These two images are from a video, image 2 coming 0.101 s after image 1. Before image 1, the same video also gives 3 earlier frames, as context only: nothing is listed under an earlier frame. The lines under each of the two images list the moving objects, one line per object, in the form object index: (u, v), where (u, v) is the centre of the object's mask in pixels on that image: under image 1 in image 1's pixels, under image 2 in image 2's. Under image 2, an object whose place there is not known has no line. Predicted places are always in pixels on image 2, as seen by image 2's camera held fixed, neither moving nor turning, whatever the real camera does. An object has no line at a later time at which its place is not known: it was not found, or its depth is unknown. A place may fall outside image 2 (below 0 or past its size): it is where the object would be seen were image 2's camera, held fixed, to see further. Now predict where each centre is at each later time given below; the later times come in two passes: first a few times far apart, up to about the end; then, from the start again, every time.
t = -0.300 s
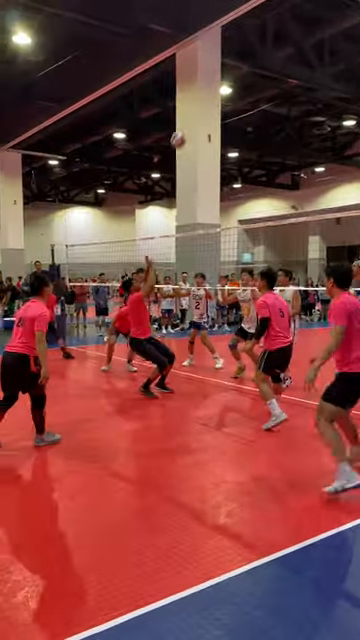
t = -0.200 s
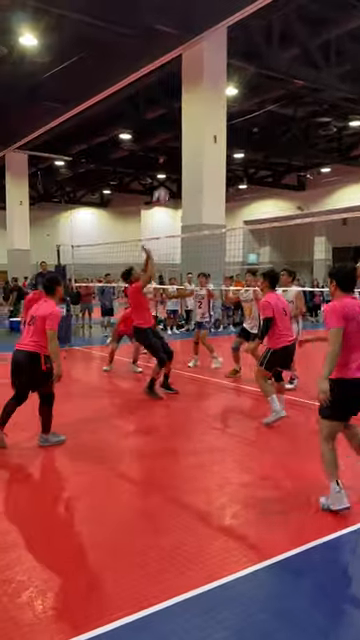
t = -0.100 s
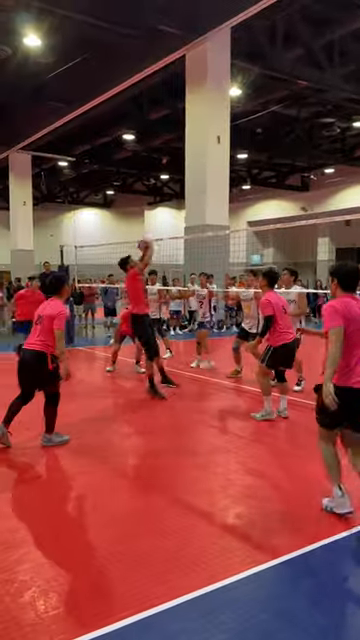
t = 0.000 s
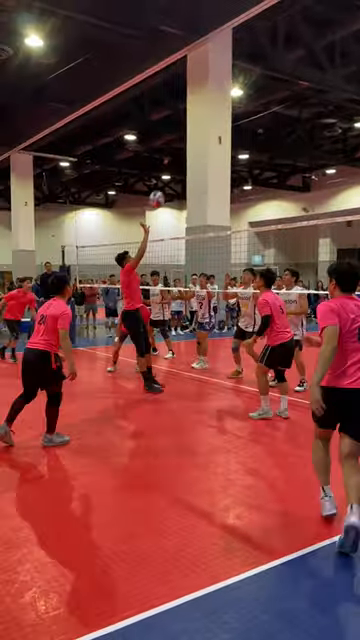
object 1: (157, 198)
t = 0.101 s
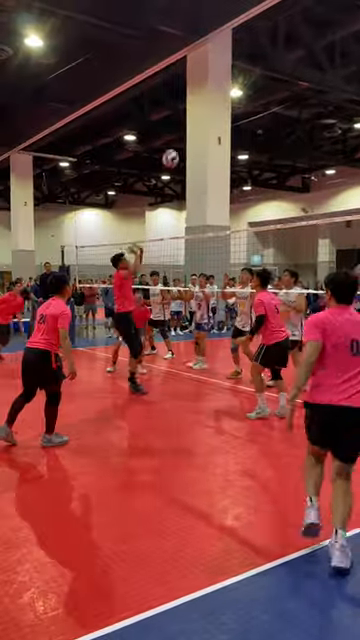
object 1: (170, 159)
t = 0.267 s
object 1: (194, 105)
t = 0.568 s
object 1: (238, 65)
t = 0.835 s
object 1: (276, 86)
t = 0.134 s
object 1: (175, 146)
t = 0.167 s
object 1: (179, 135)
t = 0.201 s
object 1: (184, 124)
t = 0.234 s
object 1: (188, 114)
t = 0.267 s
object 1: (194, 105)
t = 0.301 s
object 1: (200, 99)
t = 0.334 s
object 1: (205, 90)
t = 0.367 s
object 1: (209, 84)
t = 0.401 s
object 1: (214, 78)
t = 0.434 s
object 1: (218, 71)
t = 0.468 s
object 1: (224, 70)
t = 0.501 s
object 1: (228, 67)
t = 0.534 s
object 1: (233, 66)
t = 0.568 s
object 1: (238, 65)
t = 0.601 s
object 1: (242, 64)
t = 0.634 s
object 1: (247, 65)
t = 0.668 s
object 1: (252, 66)
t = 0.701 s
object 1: (257, 68)
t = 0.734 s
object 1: (262, 71)
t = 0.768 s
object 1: (266, 75)
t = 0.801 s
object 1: (271, 80)
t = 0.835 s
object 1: (276, 86)
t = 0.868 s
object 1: (280, 93)
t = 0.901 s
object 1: (285, 100)
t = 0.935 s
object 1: (290, 109)
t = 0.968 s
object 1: (294, 117)
